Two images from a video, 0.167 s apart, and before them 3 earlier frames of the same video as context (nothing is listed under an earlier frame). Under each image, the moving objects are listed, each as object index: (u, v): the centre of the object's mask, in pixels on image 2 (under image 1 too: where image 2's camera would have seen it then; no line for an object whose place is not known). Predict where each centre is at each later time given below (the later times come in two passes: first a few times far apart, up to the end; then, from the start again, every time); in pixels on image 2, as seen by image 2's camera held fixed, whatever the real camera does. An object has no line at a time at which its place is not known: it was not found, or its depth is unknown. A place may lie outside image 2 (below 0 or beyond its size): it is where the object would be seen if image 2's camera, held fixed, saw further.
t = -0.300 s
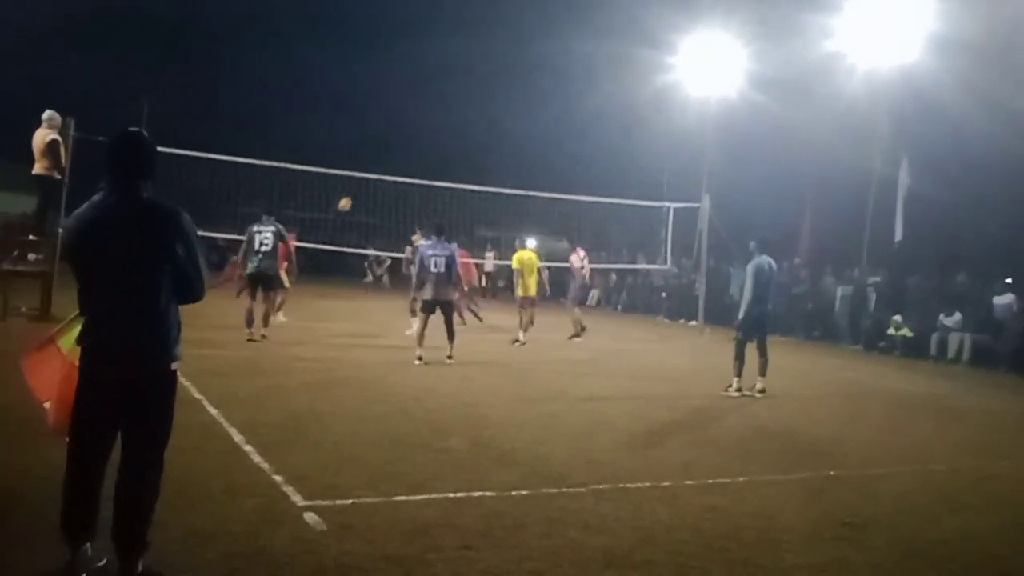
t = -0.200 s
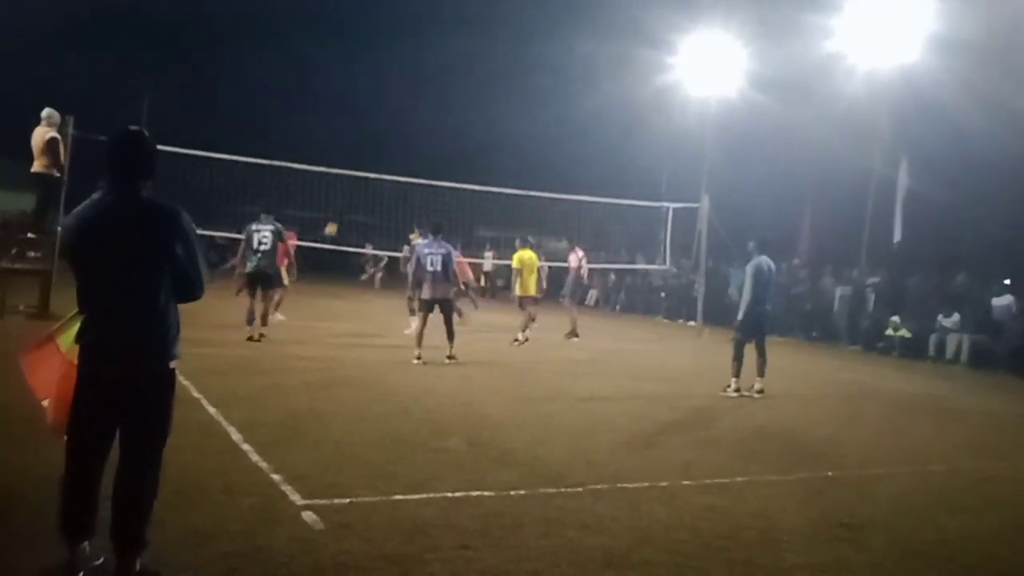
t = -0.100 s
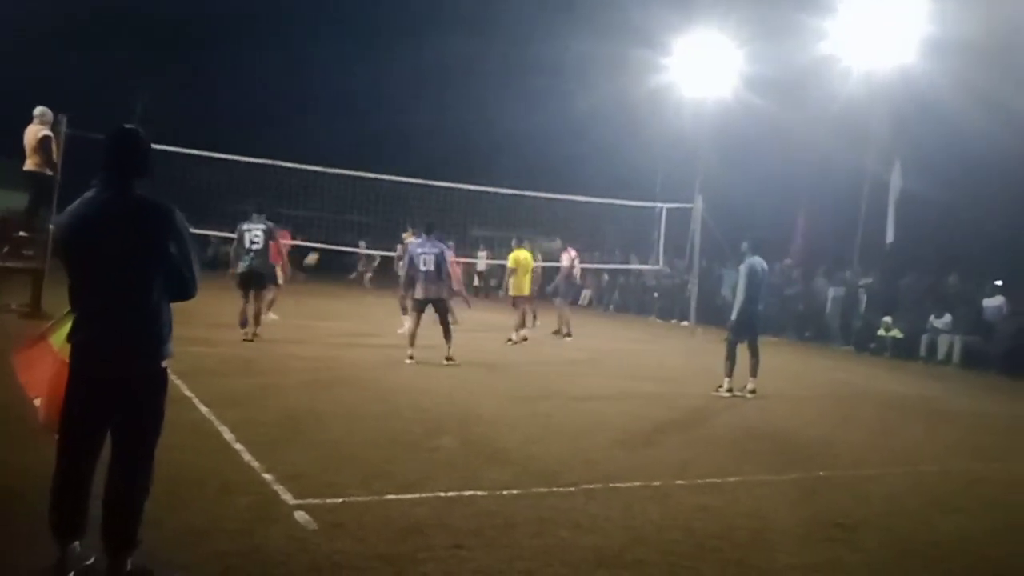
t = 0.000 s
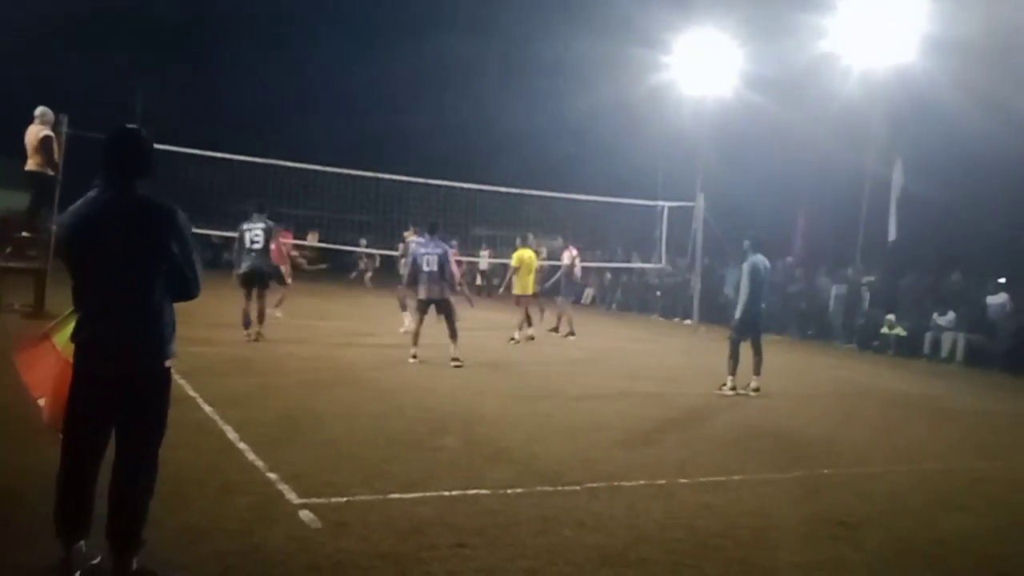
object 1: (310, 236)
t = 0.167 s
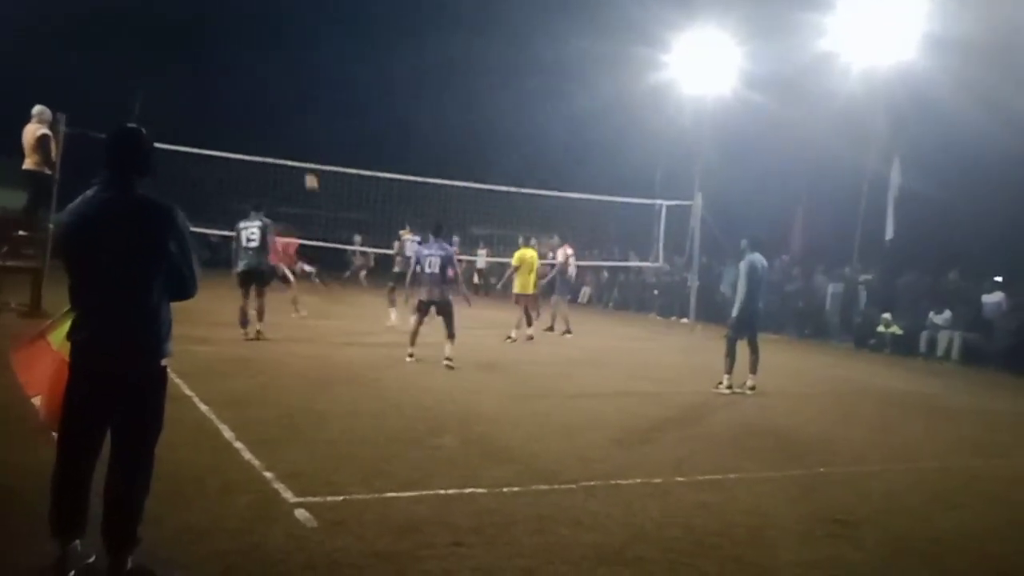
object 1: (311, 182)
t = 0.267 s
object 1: (310, 153)
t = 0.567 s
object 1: (306, 93)
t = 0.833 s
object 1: (296, 80)
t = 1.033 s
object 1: (286, 101)
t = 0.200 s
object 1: (311, 172)
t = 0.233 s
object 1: (312, 160)
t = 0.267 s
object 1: (310, 153)
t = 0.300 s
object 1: (311, 144)
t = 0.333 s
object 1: (310, 135)
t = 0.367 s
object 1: (310, 128)
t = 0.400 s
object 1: (309, 121)
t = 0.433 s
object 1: (309, 114)
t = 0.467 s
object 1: (308, 108)
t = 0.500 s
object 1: (307, 103)
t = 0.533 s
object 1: (307, 97)
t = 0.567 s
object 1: (306, 93)
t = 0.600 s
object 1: (305, 89)
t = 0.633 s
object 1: (303, 86)
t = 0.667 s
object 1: (303, 84)
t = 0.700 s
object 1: (302, 81)
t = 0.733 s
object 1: (301, 80)
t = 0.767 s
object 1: (299, 80)
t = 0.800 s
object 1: (297, 80)
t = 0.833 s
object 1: (296, 80)
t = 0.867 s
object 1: (294, 82)
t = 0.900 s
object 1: (293, 84)
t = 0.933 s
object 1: (291, 87)
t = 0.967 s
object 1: (290, 91)
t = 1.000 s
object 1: (288, 95)
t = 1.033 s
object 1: (286, 101)
